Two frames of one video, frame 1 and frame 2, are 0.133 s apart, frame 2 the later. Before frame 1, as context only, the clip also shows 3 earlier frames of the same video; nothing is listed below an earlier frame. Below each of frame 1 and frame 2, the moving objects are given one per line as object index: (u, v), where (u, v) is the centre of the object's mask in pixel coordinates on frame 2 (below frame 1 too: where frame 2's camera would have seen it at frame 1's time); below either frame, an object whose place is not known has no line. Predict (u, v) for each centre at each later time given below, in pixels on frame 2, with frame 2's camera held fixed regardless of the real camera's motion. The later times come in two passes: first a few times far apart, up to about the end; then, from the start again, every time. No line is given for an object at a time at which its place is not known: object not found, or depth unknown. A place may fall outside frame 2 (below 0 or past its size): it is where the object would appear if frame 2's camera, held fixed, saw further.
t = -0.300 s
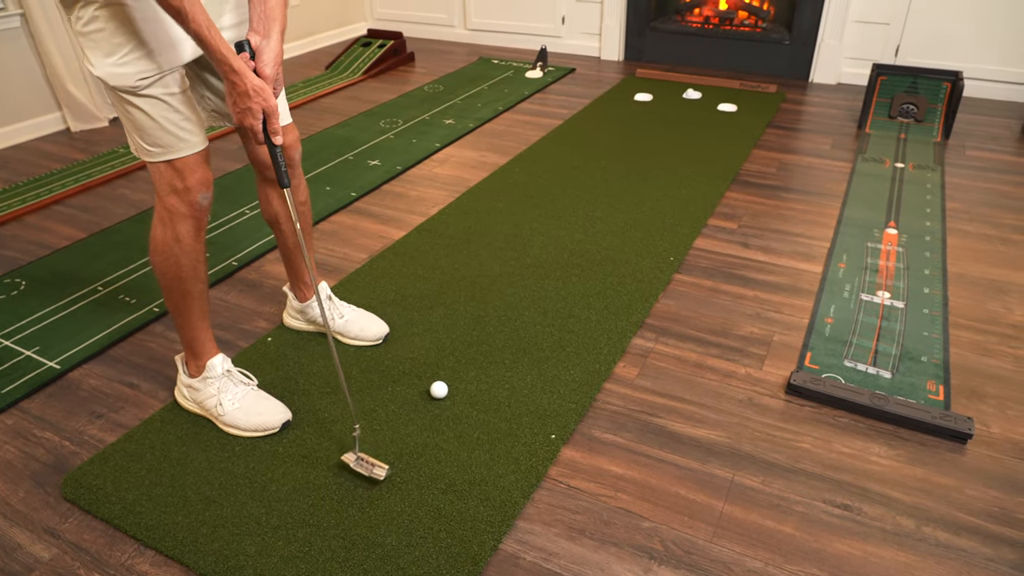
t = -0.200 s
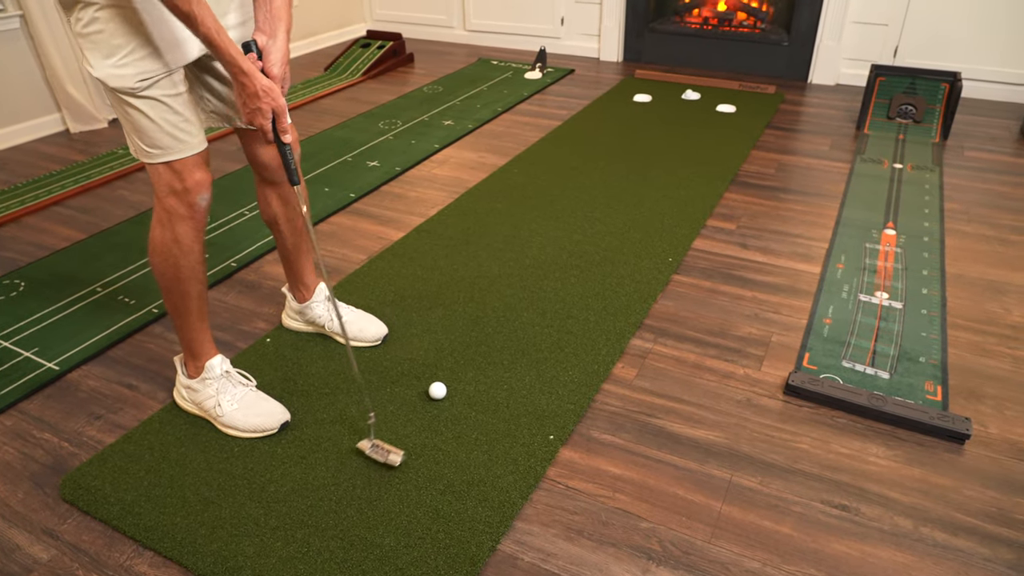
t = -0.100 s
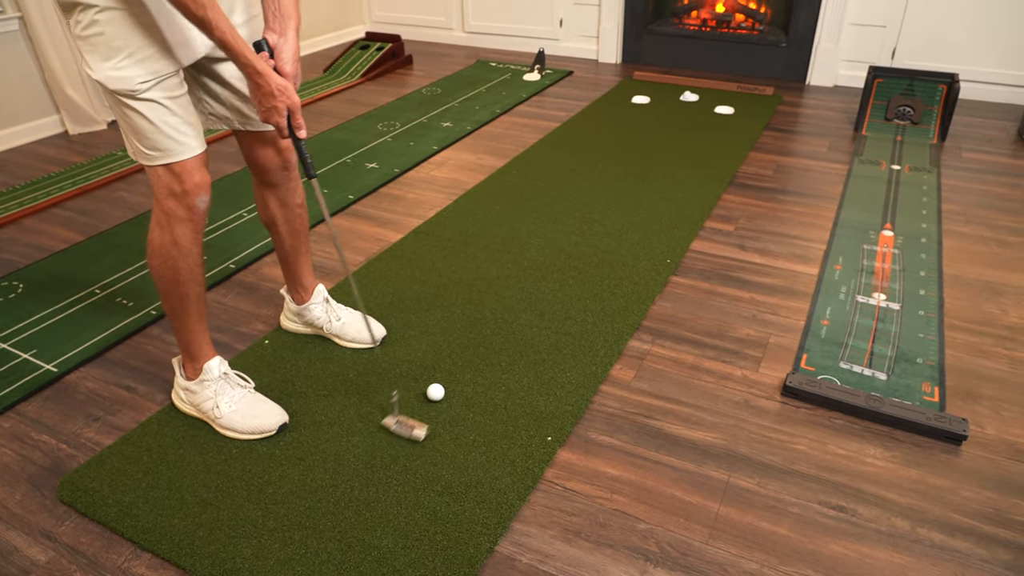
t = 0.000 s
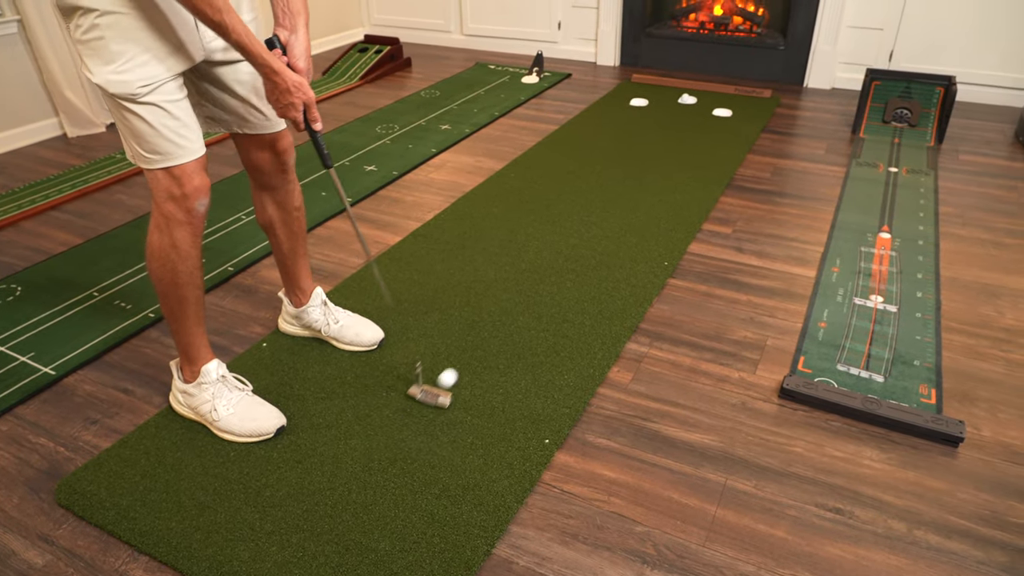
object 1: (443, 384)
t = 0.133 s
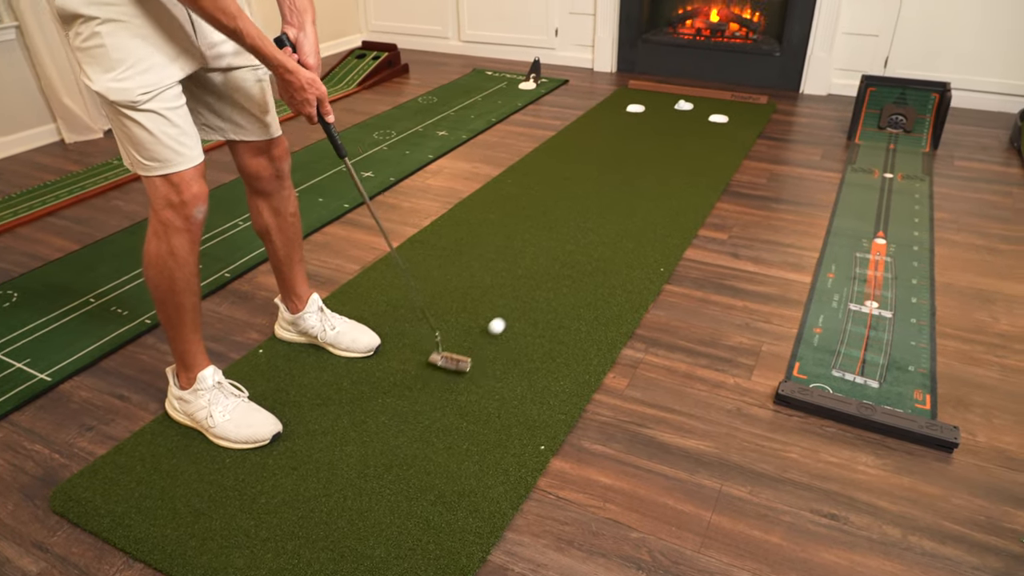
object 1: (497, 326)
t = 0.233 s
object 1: (524, 295)
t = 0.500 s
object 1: (575, 239)
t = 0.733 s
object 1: (606, 204)
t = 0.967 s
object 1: (629, 177)
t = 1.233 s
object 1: (650, 152)
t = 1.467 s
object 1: (664, 135)
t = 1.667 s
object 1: (674, 123)
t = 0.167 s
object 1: (506, 314)
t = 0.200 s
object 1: (515, 304)
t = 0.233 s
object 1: (524, 295)
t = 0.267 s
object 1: (532, 286)
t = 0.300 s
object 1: (539, 278)
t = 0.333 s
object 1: (546, 270)
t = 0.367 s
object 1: (552, 263)
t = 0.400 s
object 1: (558, 257)
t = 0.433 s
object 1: (564, 251)
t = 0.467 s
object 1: (569, 245)
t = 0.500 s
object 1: (575, 239)
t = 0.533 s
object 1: (580, 233)
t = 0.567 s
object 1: (585, 228)
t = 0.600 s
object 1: (589, 223)
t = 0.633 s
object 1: (594, 218)
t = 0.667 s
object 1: (598, 213)
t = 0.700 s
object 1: (602, 208)
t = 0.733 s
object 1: (606, 204)
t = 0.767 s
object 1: (610, 200)
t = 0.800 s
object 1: (613, 195)
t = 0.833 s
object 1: (617, 192)
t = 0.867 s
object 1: (620, 188)
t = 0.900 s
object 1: (623, 184)
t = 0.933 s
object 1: (626, 180)
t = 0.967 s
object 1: (629, 177)
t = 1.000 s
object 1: (632, 173)
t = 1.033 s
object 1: (635, 170)
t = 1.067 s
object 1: (638, 167)
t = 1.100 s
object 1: (640, 164)
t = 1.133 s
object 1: (643, 161)
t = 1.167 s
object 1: (645, 158)
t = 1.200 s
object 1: (647, 155)
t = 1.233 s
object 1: (650, 152)
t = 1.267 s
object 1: (652, 149)
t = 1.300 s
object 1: (654, 147)
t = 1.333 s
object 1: (656, 144)
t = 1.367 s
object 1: (658, 142)
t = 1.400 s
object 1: (660, 140)
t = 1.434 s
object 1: (662, 137)
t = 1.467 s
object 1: (664, 135)
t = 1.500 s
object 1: (666, 133)
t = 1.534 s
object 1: (667, 131)
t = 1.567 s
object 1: (669, 129)
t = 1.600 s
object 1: (670, 127)
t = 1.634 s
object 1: (672, 125)
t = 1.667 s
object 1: (674, 123)
